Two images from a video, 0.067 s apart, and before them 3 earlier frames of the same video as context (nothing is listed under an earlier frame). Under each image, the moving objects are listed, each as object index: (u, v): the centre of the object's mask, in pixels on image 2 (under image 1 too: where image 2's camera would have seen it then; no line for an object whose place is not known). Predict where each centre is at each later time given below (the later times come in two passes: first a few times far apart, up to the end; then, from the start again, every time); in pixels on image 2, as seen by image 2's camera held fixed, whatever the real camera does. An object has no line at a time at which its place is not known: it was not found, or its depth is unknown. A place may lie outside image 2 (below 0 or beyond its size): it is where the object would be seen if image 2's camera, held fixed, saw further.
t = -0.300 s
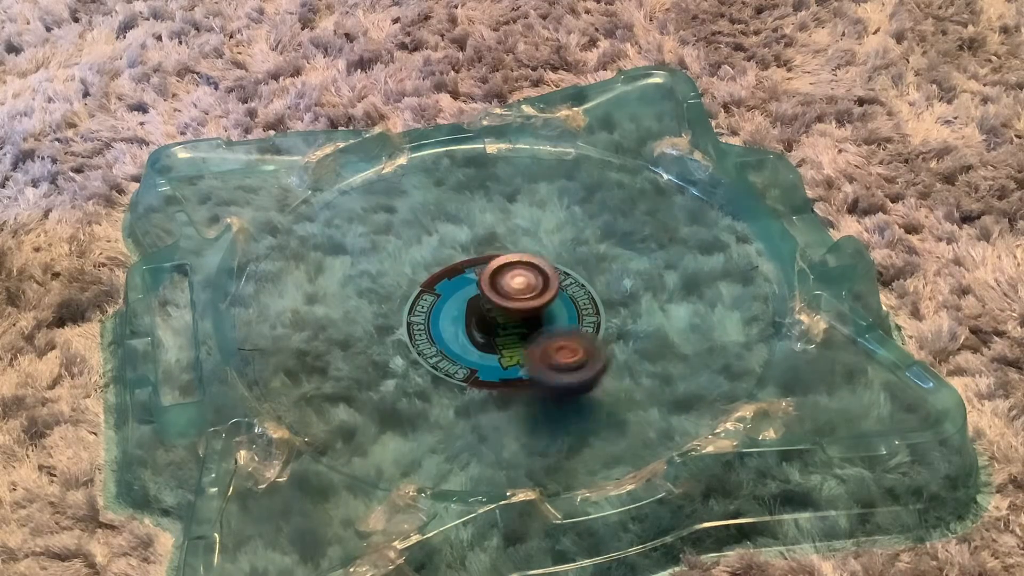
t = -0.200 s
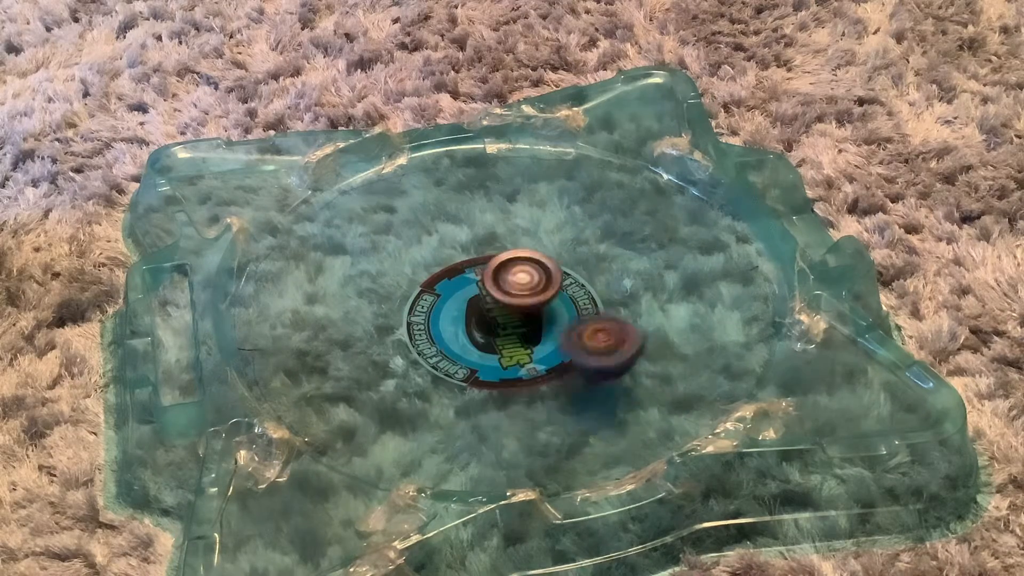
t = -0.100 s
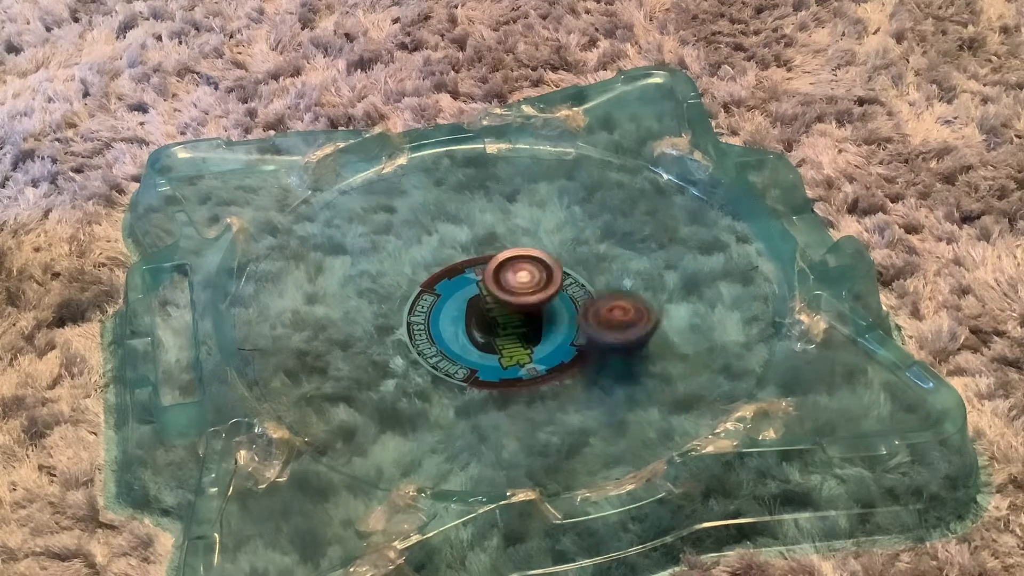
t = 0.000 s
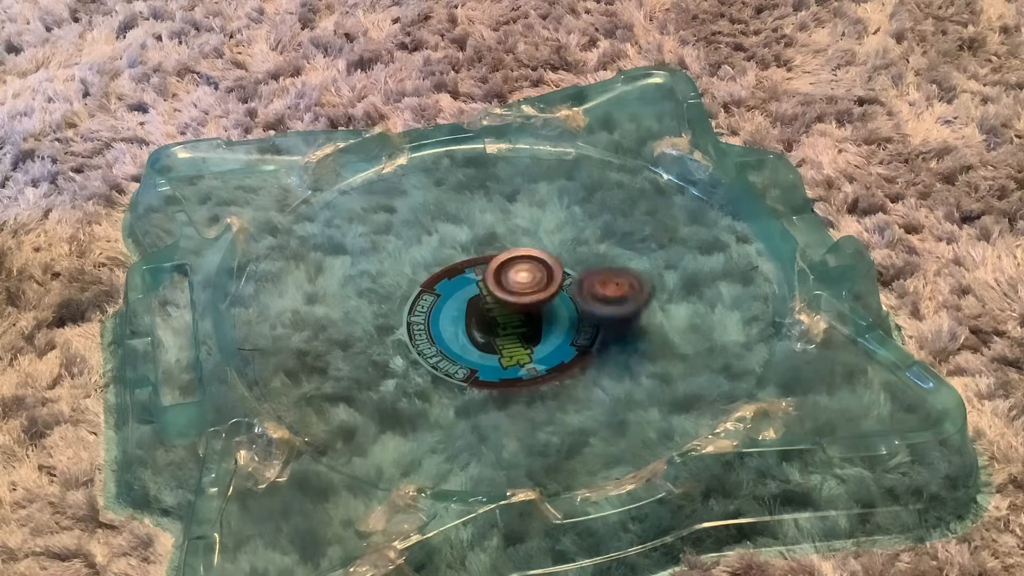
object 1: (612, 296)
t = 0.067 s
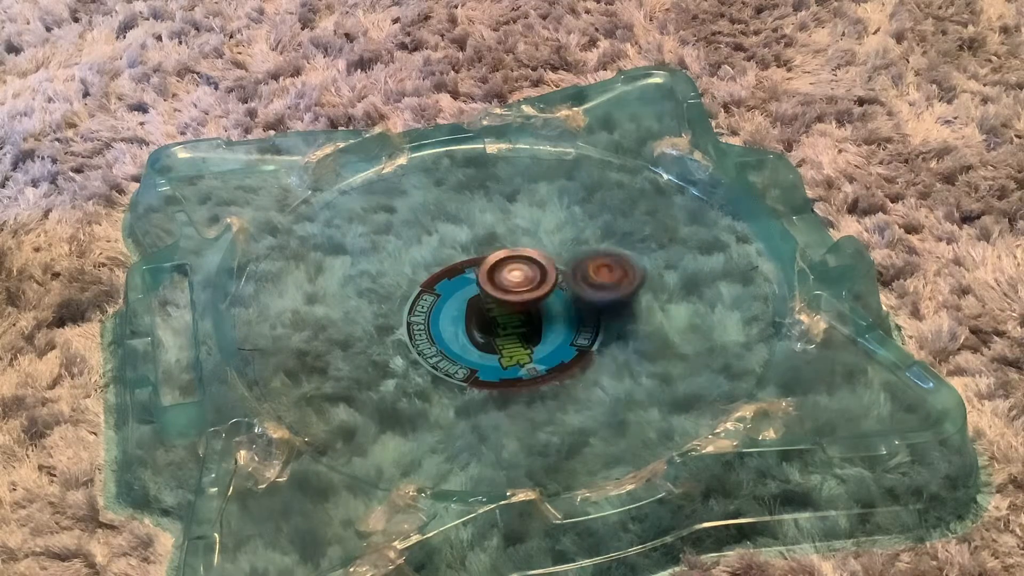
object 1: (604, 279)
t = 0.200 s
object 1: (577, 254)
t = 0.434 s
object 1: (509, 235)
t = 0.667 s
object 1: (446, 236)
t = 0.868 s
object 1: (412, 269)
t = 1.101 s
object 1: (373, 269)
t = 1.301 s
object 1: (378, 273)
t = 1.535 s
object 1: (437, 279)
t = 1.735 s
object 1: (486, 256)
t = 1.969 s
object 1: (538, 235)
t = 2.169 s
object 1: (567, 225)
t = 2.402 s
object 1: (563, 233)
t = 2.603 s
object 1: (550, 267)
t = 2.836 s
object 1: (569, 302)
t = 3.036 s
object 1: (581, 328)
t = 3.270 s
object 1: (571, 336)
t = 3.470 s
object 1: (530, 332)
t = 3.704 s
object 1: (525, 353)
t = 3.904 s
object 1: (513, 349)
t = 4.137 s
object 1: (478, 321)
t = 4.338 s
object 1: (453, 291)
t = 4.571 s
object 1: (433, 261)
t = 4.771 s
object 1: (438, 246)
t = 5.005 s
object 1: (457, 242)
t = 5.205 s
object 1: (485, 254)
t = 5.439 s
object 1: (522, 277)
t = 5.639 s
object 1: (547, 301)
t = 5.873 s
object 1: (564, 329)
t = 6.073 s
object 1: (561, 333)
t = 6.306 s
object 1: (524, 330)
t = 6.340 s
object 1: (519, 328)
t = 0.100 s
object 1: (600, 272)
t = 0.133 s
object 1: (592, 265)
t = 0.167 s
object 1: (586, 260)
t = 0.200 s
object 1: (577, 254)
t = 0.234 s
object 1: (569, 249)
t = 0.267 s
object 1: (559, 244)
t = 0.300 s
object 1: (550, 243)
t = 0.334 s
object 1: (540, 239)
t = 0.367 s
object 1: (529, 237)
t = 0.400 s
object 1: (519, 236)
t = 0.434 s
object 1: (509, 235)
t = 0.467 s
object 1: (500, 232)
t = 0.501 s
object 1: (491, 233)
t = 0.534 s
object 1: (482, 233)
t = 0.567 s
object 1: (473, 233)
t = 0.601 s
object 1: (464, 233)
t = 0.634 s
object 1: (455, 235)
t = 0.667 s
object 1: (446, 236)
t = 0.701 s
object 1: (439, 240)
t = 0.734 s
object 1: (432, 245)
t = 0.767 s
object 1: (425, 250)
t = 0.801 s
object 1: (421, 255)
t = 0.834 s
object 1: (416, 263)
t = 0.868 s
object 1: (412, 269)
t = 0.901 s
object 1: (409, 275)
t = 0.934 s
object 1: (404, 278)
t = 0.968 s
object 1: (393, 273)
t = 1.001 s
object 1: (387, 272)
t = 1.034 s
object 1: (381, 271)
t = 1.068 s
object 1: (376, 269)
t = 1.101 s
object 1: (373, 269)
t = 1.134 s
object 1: (371, 268)
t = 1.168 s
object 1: (370, 269)
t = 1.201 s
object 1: (370, 269)
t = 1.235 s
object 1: (371, 271)
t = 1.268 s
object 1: (375, 272)
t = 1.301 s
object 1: (378, 273)
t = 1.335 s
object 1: (383, 274)
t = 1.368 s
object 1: (389, 276)
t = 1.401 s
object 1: (398, 278)
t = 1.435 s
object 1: (408, 280)
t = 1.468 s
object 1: (417, 281)
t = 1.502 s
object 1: (427, 279)
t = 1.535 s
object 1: (437, 279)
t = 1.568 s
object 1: (446, 277)
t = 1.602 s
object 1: (454, 271)
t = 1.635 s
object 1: (462, 269)
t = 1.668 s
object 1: (469, 265)
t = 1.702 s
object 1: (476, 260)
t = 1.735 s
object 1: (486, 256)
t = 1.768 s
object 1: (493, 252)
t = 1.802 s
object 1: (500, 250)
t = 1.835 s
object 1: (508, 247)
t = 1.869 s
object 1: (515, 243)
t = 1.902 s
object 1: (522, 240)
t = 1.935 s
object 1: (530, 237)
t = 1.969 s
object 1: (538, 235)
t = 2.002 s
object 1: (544, 234)
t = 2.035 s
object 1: (549, 232)
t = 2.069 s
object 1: (556, 230)
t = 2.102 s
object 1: (560, 227)
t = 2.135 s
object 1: (564, 226)
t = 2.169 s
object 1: (567, 225)
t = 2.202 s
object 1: (569, 223)
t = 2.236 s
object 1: (570, 223)
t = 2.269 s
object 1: (570, 223)
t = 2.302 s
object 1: (570, 224)
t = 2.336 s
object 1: (569, 226)
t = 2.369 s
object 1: (566, 230)
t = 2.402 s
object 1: (563, 233)
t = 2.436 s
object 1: (561, 238)
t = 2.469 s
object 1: (558, 243)
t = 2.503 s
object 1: (557, 248)
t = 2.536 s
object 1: (555, 254)
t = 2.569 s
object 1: (553, 262)
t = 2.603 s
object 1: (550, 267)
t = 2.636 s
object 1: (548, 272)
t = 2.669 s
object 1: (552, 277)
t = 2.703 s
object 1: (557, 281)
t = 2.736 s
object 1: (561, 286)
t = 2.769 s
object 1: (563, 291)
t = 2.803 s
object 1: (567, 298)
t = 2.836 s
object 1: (569, 302)
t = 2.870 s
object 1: (573, 308)
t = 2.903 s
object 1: (576, 314)
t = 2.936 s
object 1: (578, 317)
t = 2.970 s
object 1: (579, 321)
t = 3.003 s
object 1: (582, 325)
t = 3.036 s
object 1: (581, 328)
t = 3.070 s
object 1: (581, 331)
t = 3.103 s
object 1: (581, 334)
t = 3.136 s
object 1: (581, 334)
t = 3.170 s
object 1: (581, 335)
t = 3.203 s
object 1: (577, 336)
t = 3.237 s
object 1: (574, 335)
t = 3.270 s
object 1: (571, 336)
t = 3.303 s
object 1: (566, 334)
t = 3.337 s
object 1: (561, 333)
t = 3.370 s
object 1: (554, 333)
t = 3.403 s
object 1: (546, 330)
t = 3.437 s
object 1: (537, 333)
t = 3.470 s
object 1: (530, 332)
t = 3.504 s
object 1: (529, 336)
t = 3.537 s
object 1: (529, 342)
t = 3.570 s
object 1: (527, 344)
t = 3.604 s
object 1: (527, 346)
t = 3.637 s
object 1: (526, 349)
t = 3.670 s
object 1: (525, 351)
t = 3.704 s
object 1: (525, 353)
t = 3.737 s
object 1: (524, 354)
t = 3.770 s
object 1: (522, 354)
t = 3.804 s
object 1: (521, 355)
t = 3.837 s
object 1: (518, 352)
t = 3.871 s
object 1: (515, 351)
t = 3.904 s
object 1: (513, 349)
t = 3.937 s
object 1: (508, 348)
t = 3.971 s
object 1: (505, 343)
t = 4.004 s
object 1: (500, 337)
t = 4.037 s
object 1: (495, 333)
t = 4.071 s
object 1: (489, 330)
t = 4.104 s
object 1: (483, 326)
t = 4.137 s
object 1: (478, 321)
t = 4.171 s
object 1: (474, 318)
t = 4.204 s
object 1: (470, 312)
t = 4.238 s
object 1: (464, 308)
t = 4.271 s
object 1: (459, 302)
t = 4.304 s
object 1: (457, 296)
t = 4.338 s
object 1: (453, 291)
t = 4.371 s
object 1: (447, 287)
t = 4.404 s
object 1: (445, 284)
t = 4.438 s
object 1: (441, 279)
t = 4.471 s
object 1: (440, 276)
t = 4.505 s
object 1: (438, 271)
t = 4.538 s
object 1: (435, 267)
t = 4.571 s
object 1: (433, 261)
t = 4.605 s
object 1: (432, 257)
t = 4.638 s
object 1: (432, 255)
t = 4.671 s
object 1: (434, 253)
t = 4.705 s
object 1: (435, 251)
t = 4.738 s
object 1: (436, 249)
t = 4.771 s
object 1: (438, 246)
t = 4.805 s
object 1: (440, 244)
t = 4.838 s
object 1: (442, 243)
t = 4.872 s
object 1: (445, 242)
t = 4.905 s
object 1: (447, 241)
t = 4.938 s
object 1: (449, 241)
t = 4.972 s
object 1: (453, 242)
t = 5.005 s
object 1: (457, 242)
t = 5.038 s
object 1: (461, 243)
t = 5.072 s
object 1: (466, 245)
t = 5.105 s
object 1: (470, 247)
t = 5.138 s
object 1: (475, 248)
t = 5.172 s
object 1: (480, 251)
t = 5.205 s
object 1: (485, 254)
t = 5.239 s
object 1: (490, 256)
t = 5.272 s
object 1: (495, 259)
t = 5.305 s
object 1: (500, 262)
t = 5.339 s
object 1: (505, 266)
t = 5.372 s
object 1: (511, 270)
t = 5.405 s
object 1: (515, 273)
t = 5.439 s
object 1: (522, 277)
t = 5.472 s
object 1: (526, 281)
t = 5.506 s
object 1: (532, 285)
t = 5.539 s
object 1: (535, 289)
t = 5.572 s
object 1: (540, 294)
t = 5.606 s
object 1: (542, 296)
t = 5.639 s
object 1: (547, 301)
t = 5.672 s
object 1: (550, 306)
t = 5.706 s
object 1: (553, 311)
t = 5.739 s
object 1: (556, 313)
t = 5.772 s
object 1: (560, 319)
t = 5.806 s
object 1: (562, 323)
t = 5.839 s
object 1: (563, 326)
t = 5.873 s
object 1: (564, 329)
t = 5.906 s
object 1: (564, 330)
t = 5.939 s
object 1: (565, 332)
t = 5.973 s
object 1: (564, 332)
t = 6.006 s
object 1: (564, 332)
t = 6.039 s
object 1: (563, 332)
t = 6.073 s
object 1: (561, 333)
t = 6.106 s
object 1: (557, 333)
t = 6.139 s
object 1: (557, 338)
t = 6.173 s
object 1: (552, 338)
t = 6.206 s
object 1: (547, 336)
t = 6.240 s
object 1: (540, 331)
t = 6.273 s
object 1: (533, 332)
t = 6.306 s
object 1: (524, 330)
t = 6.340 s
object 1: (519, 328)
